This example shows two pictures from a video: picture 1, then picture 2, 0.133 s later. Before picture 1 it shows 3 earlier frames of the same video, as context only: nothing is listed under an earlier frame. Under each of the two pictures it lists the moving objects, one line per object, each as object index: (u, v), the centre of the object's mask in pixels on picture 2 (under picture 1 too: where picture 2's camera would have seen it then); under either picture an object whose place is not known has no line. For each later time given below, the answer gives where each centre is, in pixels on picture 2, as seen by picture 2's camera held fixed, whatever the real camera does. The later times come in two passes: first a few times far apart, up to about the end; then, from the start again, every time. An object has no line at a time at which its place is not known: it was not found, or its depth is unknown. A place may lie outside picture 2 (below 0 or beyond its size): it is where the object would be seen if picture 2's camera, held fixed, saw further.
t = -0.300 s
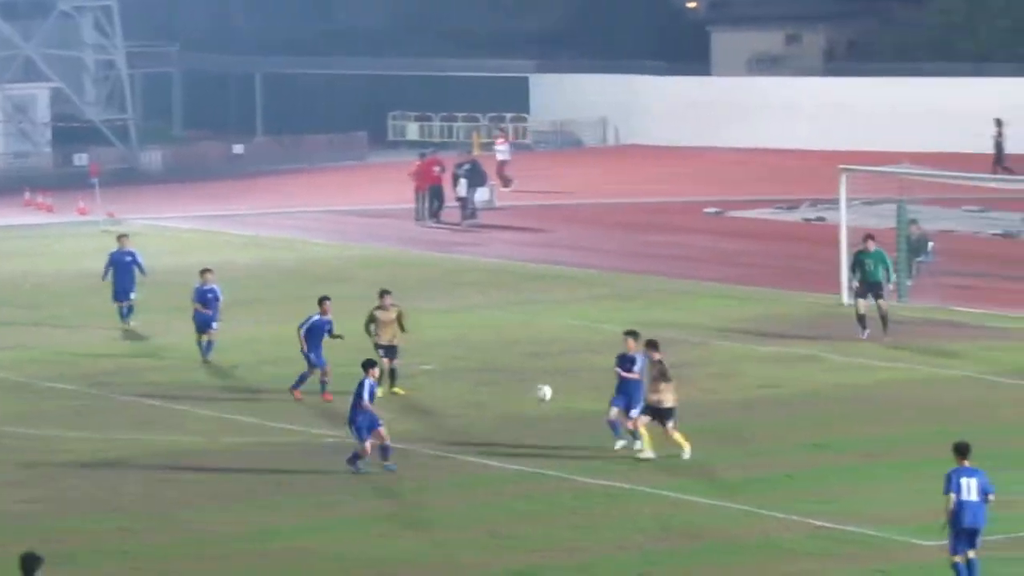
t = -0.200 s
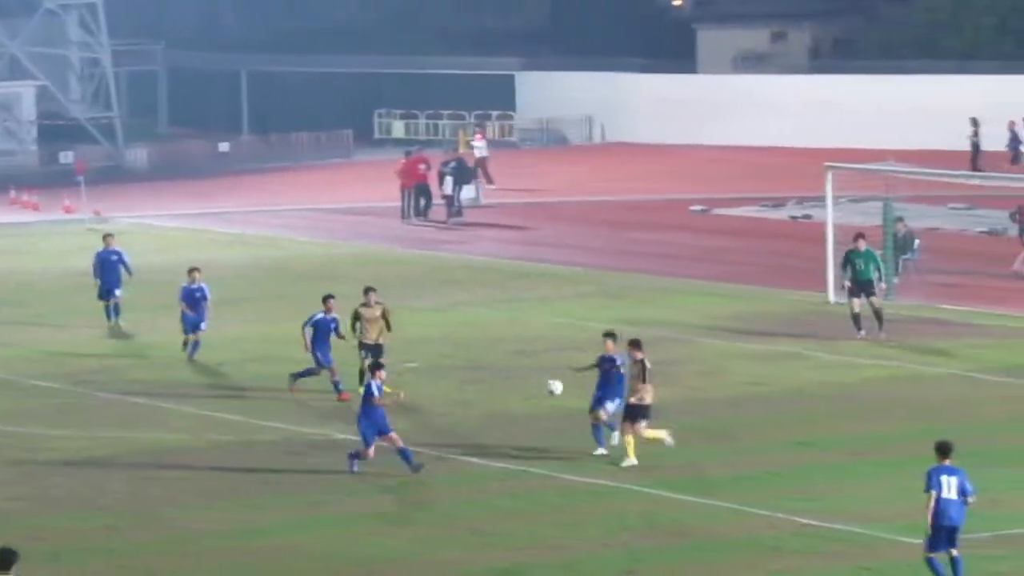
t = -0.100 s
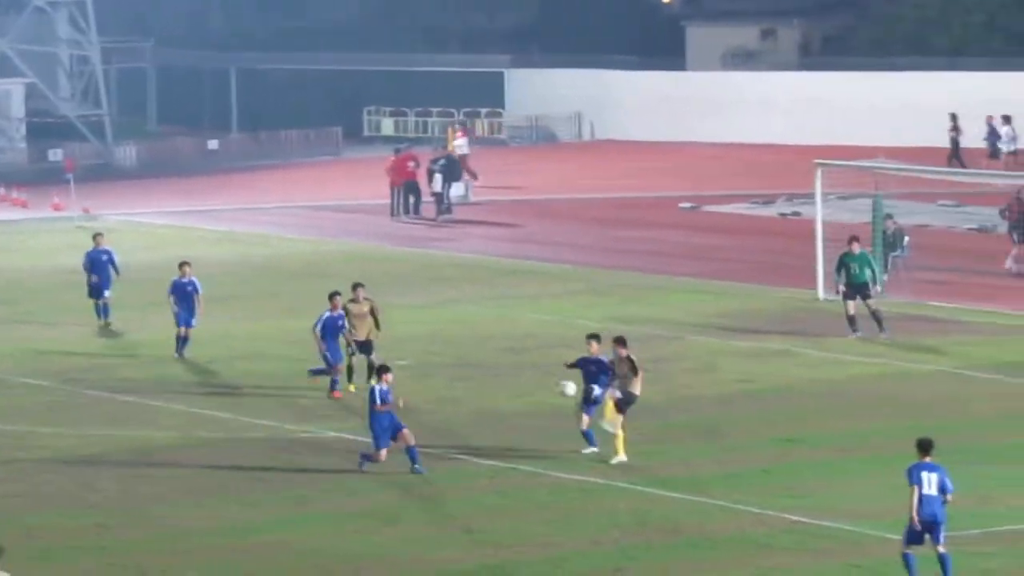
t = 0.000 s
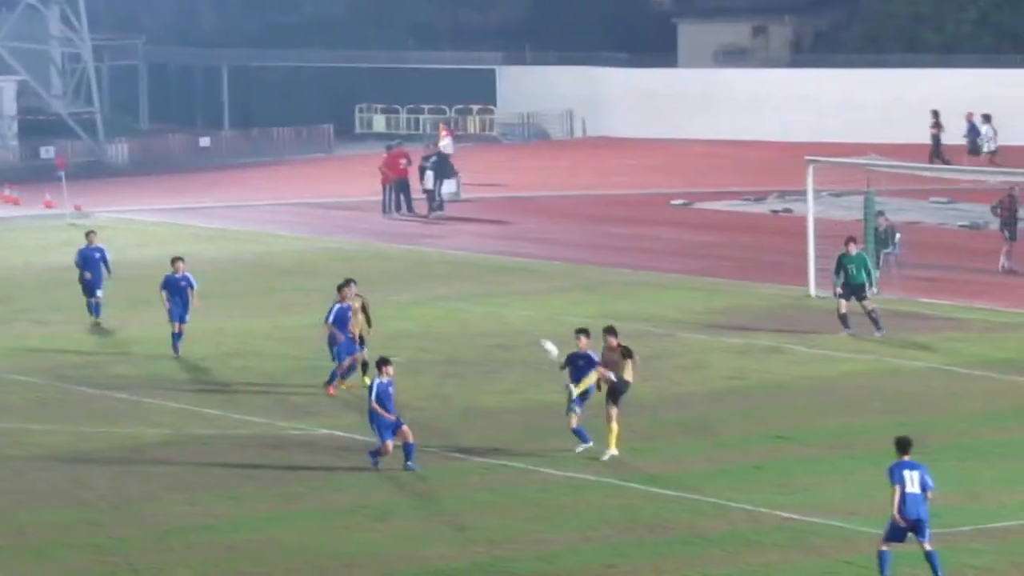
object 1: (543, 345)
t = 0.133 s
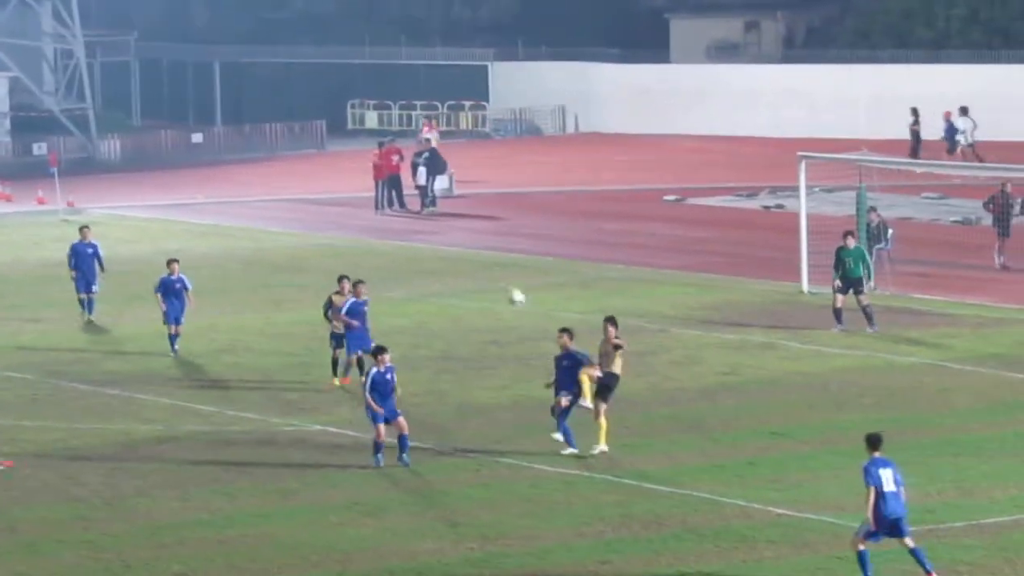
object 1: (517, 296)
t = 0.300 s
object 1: (483, 254)
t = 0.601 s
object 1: (426, 238)
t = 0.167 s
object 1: (510, 286)
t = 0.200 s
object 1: (504, 278)
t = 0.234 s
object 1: (497, 269)
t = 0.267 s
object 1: (491, 262)
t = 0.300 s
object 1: (483, 254)
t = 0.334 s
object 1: (477, 250)
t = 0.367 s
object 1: (471, 245)
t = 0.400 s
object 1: (465, 241)
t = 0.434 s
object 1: (459, 239)
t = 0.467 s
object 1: (451, 236)
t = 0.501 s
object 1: (445, 236)
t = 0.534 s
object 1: (438, 236)
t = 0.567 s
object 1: (432, 236)
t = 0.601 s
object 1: (426, 238)
